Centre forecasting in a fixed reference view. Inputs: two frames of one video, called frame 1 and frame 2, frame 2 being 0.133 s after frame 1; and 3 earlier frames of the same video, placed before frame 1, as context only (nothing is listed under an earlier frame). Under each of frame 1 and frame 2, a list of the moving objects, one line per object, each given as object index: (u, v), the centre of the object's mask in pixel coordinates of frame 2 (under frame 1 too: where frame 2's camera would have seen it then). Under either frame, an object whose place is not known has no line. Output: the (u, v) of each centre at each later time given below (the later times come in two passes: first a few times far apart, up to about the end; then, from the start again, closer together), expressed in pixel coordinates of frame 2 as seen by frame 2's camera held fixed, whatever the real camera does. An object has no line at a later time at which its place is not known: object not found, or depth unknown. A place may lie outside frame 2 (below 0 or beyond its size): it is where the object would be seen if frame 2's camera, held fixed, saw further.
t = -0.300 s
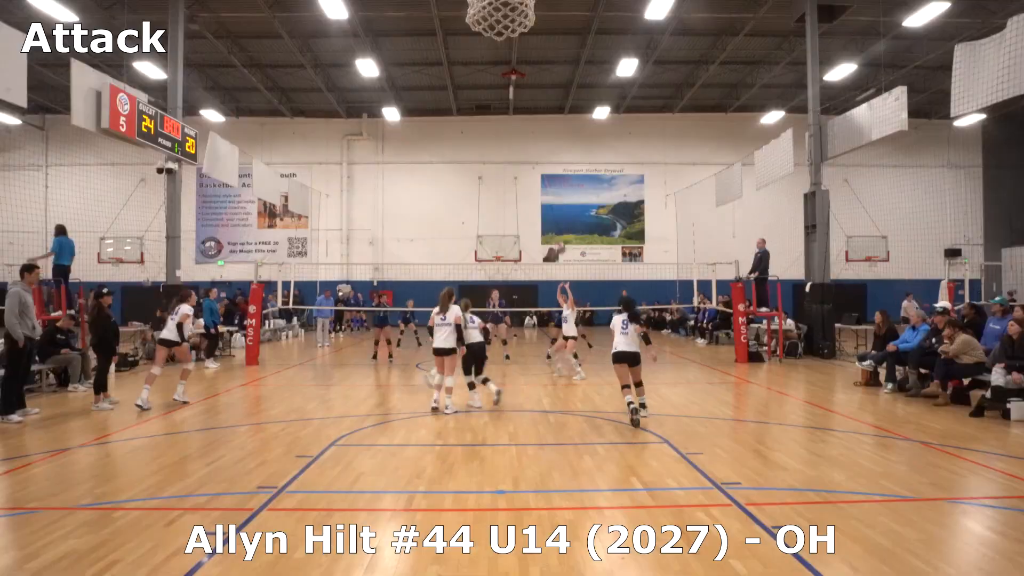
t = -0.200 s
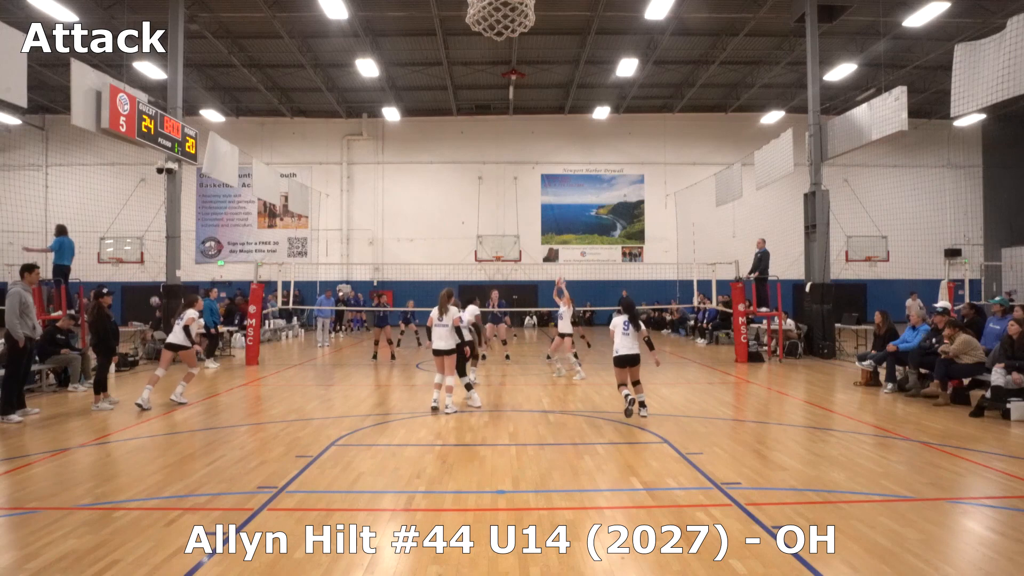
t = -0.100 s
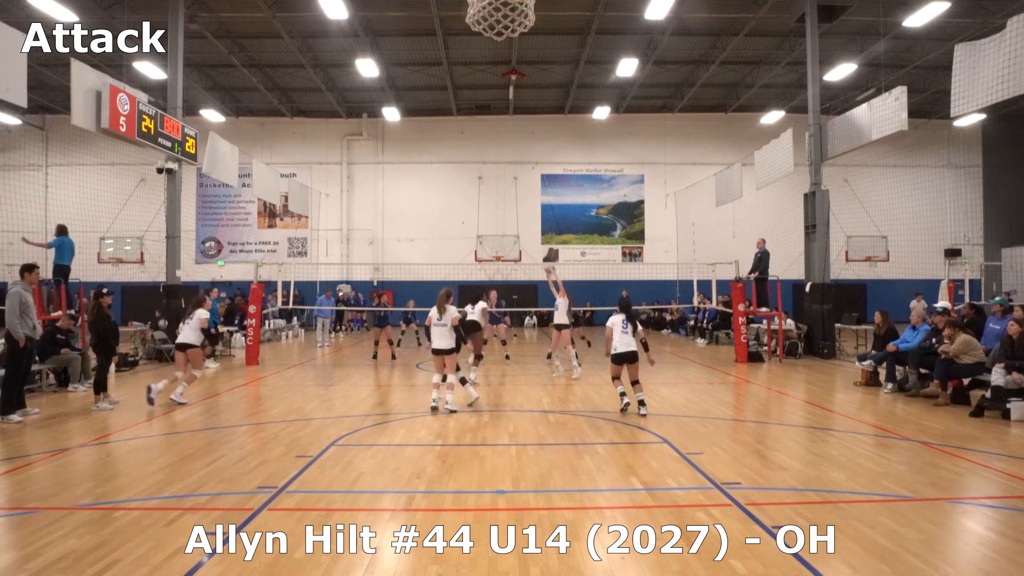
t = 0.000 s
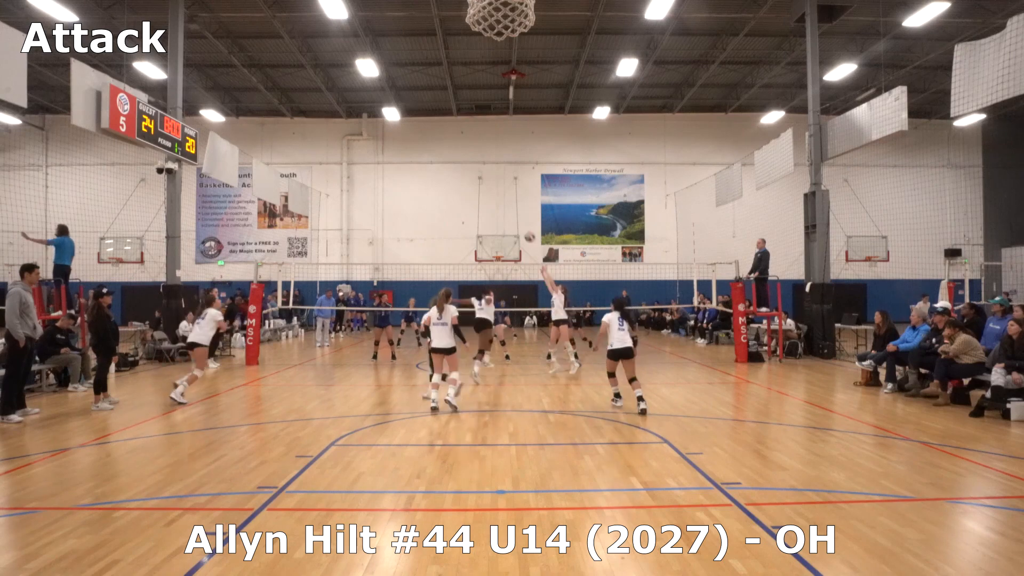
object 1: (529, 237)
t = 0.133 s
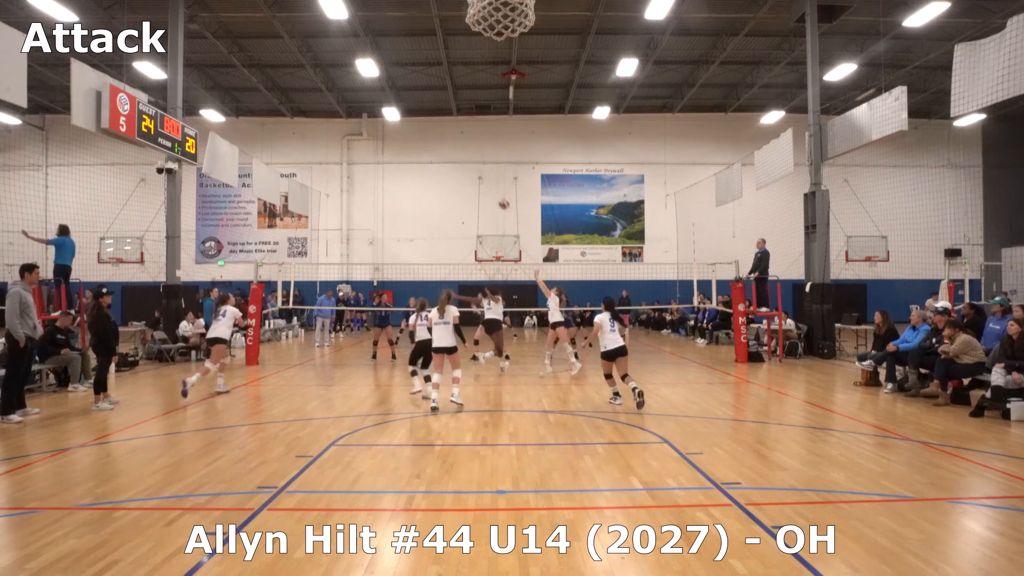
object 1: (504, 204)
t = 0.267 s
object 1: (480, 181)
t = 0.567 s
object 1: (429, 163)
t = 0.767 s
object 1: (398, 176)
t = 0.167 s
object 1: (498, 197)
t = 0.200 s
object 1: (492, 191)
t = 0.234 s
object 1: (486, 186)
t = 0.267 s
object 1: (480, 181)
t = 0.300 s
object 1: (474, 177)
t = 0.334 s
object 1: (468, 173)
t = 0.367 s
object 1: (462, 170)
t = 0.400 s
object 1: (457, 168)
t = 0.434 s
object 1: (451, 166)
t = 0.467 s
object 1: (446, 164)
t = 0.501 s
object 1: (440, 163)
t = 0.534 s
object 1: (435, 163)
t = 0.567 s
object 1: (429, 163)
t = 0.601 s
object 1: (424, 164)
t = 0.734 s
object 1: (403, 173)
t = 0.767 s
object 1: (398, 176)
